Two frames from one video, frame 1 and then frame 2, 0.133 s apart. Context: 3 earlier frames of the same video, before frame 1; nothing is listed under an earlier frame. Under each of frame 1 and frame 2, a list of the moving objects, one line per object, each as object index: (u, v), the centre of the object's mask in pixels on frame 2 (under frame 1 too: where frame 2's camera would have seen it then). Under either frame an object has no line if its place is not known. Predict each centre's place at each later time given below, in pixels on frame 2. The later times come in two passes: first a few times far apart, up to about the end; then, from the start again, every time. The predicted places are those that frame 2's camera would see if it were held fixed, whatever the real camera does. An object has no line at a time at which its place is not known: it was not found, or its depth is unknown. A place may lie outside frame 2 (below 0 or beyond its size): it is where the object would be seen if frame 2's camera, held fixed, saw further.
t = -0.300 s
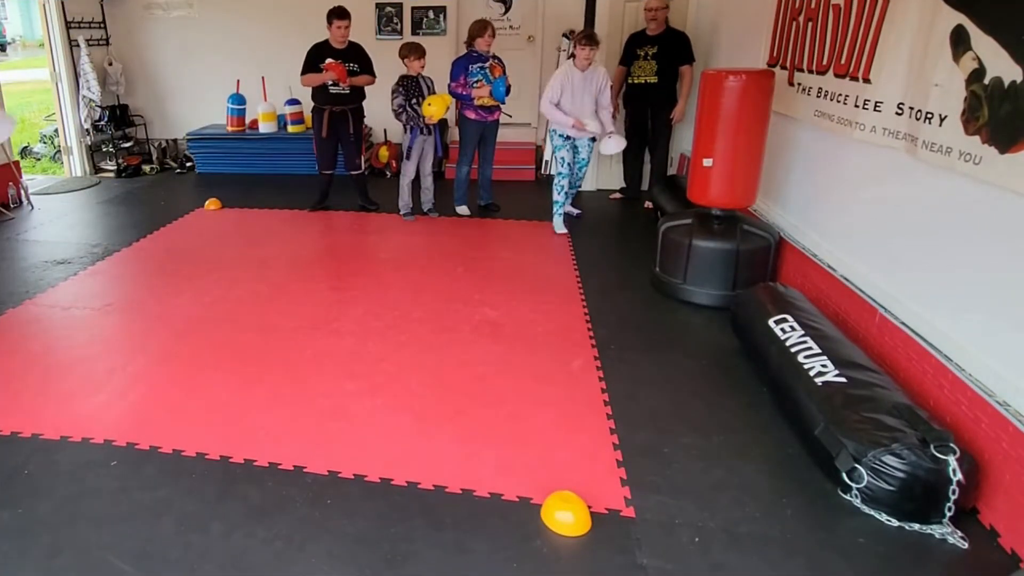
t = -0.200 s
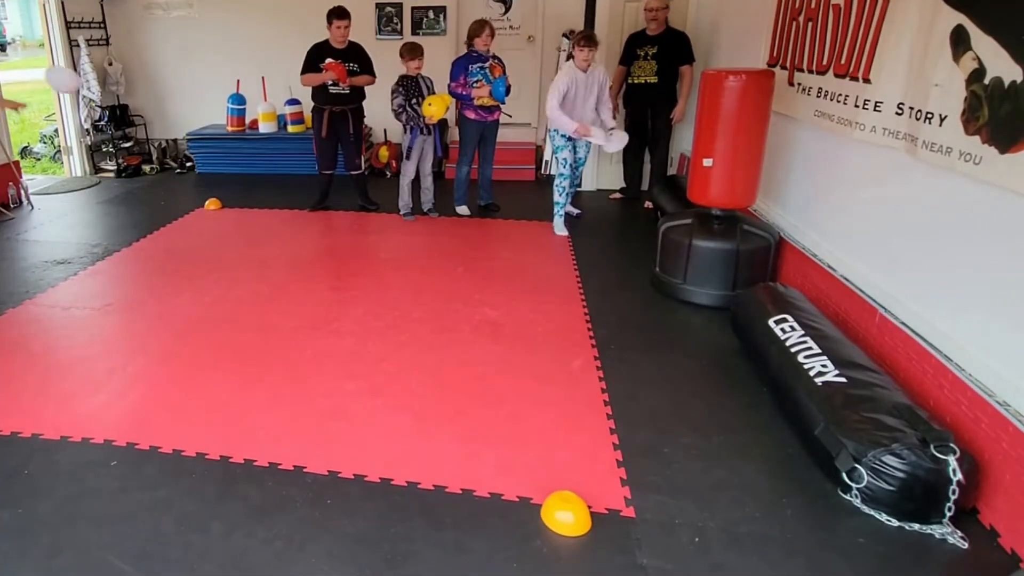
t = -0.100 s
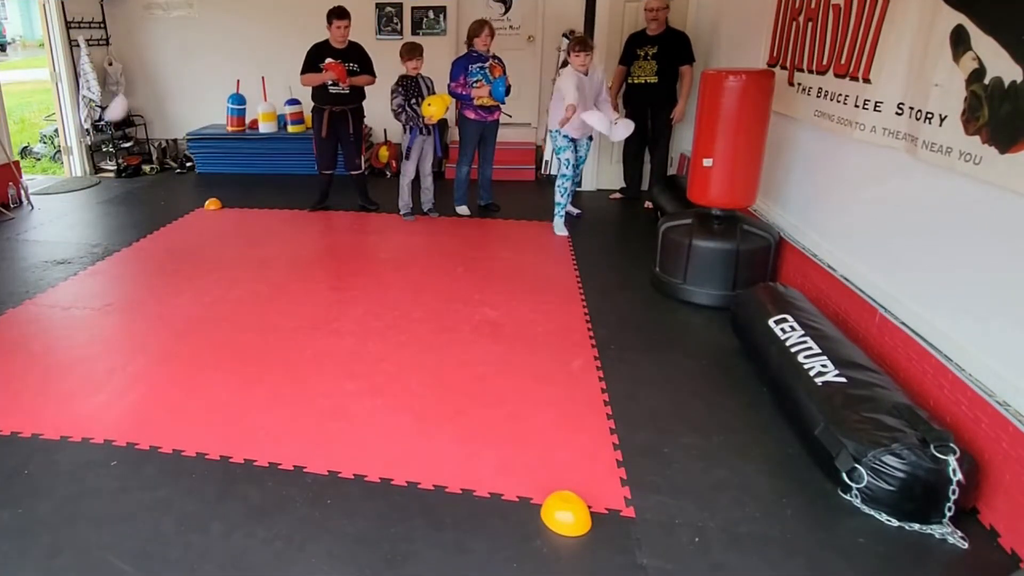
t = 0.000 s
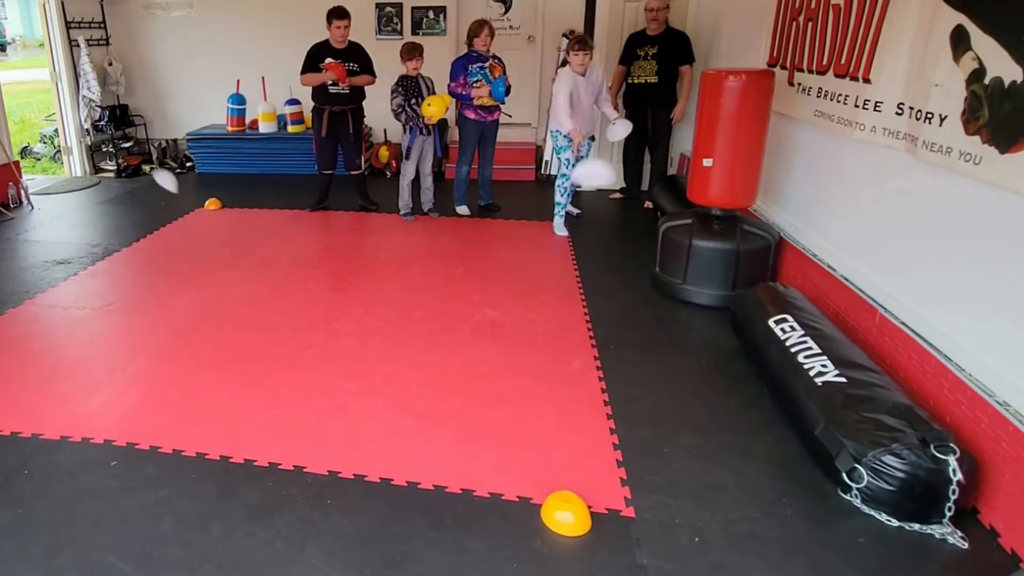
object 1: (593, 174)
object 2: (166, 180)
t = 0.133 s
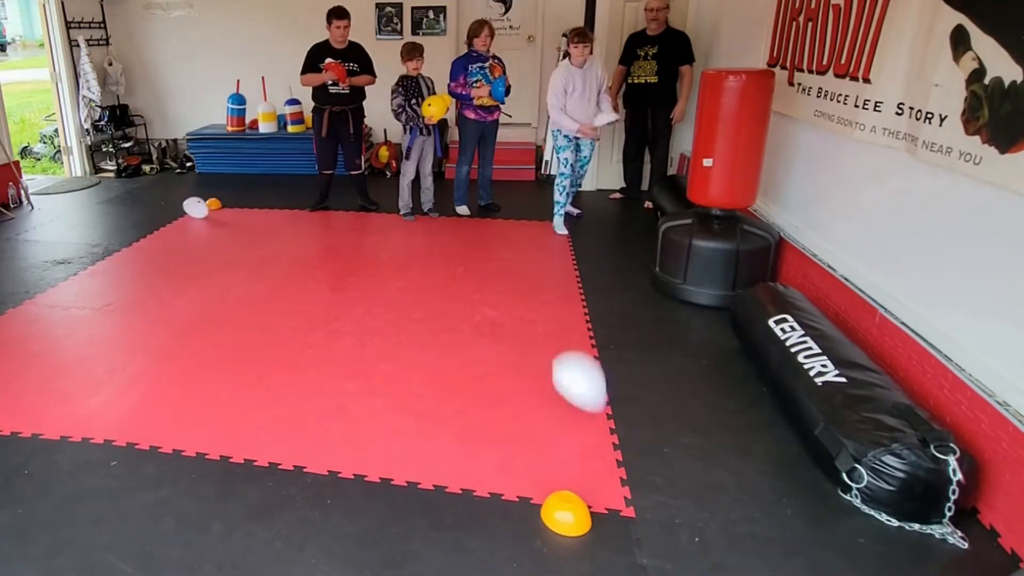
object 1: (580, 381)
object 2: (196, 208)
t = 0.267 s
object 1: (584, 496)
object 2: (206, 203)
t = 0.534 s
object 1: (517, 518)
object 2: (188, 201)
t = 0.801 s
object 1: (466, 487)
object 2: (193, 203)
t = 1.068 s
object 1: (469, 551)
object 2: (193, 203)
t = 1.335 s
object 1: (517, 513)
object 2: (193, 203)
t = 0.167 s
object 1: (585, 466)
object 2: (200, 206)
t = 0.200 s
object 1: (586, 475)
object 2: (205, 205)
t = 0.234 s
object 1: (586, 480)
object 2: (207, 204)
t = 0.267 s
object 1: (584, 496)
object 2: (206, 203)
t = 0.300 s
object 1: (578, 513)
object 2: (207, 201)
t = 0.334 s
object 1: (574, 519)
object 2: (205, 199)
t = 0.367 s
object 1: (571, 518)
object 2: (201, 199)
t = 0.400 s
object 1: (564, 516)
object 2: (197, 200)
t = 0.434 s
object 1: (553, 514)
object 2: (194, 201)
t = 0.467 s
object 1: (540, 514)
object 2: (190, 204)
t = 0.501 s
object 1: (530, 517)
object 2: (187, 204)
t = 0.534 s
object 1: (517, 518)
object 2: (188, 201)
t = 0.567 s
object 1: (496, 514)
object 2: (188, 202)
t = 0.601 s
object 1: (481, 506)
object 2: (189, 203)
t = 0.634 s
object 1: (474, 498)
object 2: (190, 202)
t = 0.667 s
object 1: (465, 490)
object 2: (191, 203)
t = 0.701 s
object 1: (461, 486)
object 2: (191, 202)
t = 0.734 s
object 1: (461, 484)
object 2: (192, 203)
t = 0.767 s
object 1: (462, 484)
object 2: (192, 203)
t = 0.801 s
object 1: (466, 487)
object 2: (193, 203)
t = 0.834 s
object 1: (470, 495)
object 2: (193, 203)
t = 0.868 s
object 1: (474, 513)
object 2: (193, 203)
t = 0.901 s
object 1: (478, 526)
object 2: (193, 203)
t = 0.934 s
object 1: (479, 538)
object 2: (193, 203)
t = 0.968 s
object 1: (478, 544)
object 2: (193, 203)
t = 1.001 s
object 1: (475, 549)
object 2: (193, 203)
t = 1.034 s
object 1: (472, 551)
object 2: (193, 203)
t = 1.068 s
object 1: (469, 551)
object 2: (193, 203)
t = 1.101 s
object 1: (468, 550)
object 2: (193, 203)
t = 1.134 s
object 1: (469, 547)
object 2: (193, 203)
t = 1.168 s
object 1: (472, 543)
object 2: (193, 203)
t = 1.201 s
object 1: (479, 539)
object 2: (193, 203)
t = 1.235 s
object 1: (490, 534)
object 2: (193, 203)
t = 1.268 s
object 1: (500, 528)
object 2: (193, 203)
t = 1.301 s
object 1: (510, 518)
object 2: (193, 203)
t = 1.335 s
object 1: (517, 513)
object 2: (193, 203)
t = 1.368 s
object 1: (518, 513)
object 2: (193, 203)
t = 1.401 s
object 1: (515, 518)
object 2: (193, 203)
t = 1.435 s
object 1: (508, 526)
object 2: (193, 203)
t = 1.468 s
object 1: (500, 530)
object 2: (193, 203)
